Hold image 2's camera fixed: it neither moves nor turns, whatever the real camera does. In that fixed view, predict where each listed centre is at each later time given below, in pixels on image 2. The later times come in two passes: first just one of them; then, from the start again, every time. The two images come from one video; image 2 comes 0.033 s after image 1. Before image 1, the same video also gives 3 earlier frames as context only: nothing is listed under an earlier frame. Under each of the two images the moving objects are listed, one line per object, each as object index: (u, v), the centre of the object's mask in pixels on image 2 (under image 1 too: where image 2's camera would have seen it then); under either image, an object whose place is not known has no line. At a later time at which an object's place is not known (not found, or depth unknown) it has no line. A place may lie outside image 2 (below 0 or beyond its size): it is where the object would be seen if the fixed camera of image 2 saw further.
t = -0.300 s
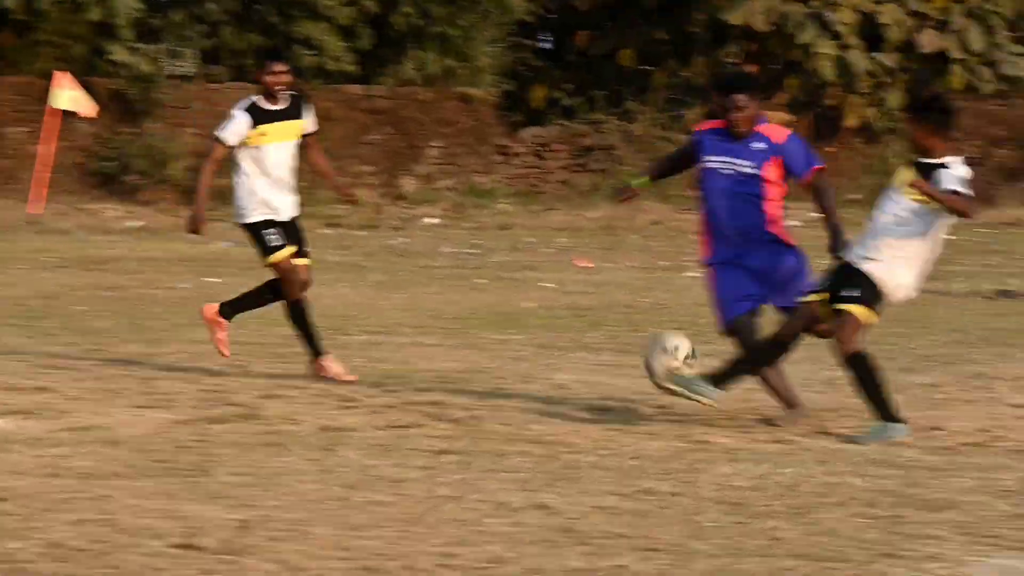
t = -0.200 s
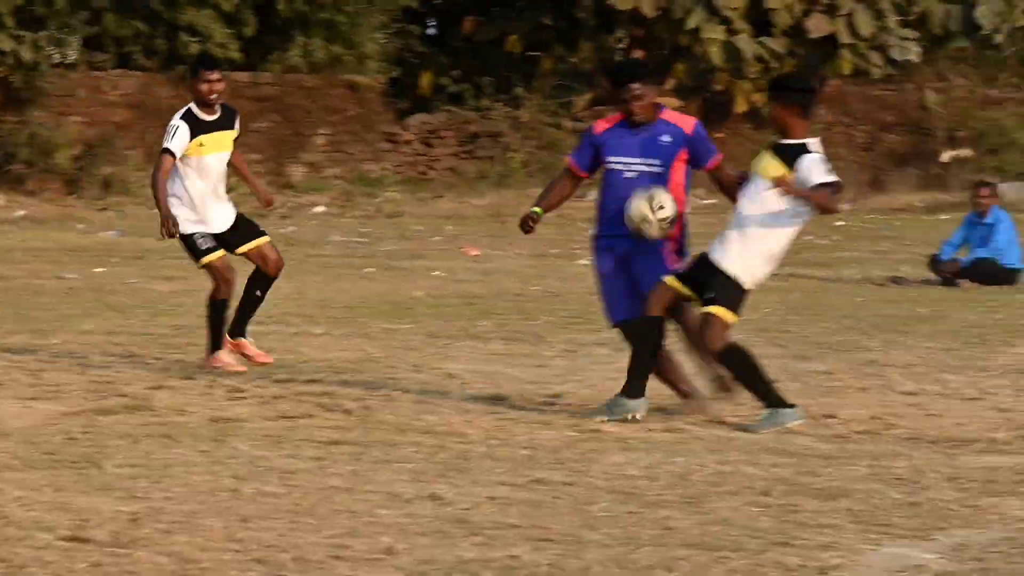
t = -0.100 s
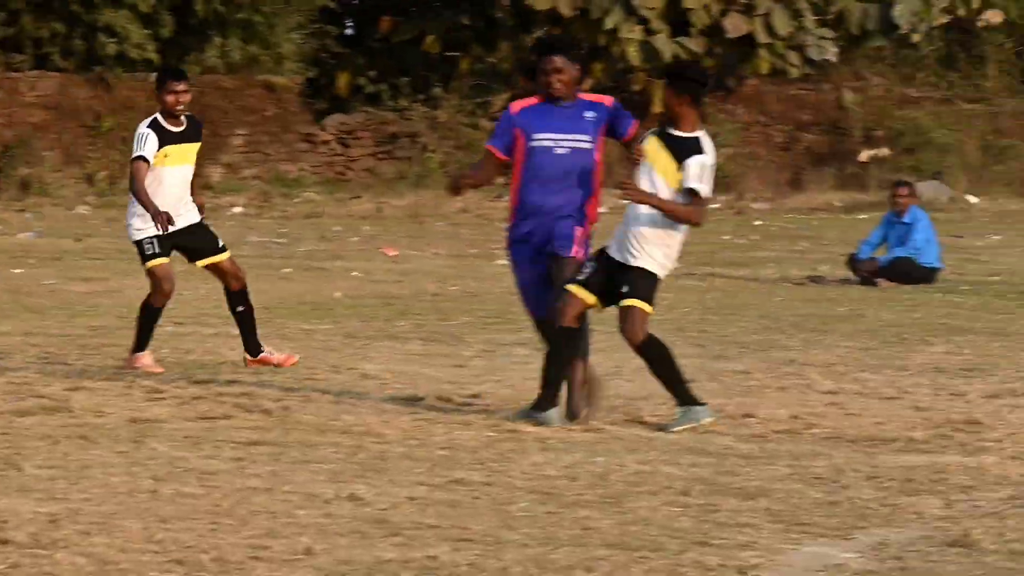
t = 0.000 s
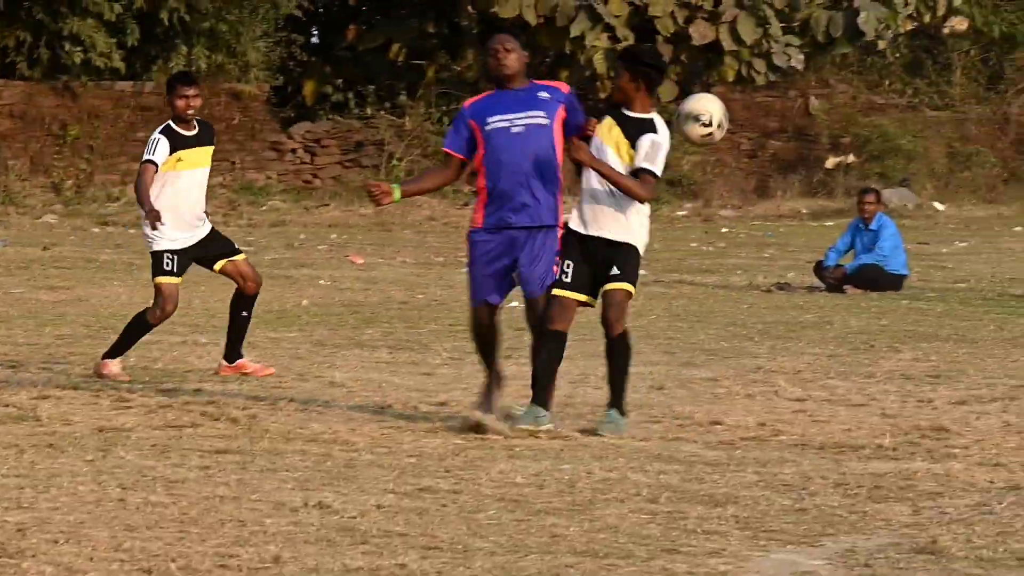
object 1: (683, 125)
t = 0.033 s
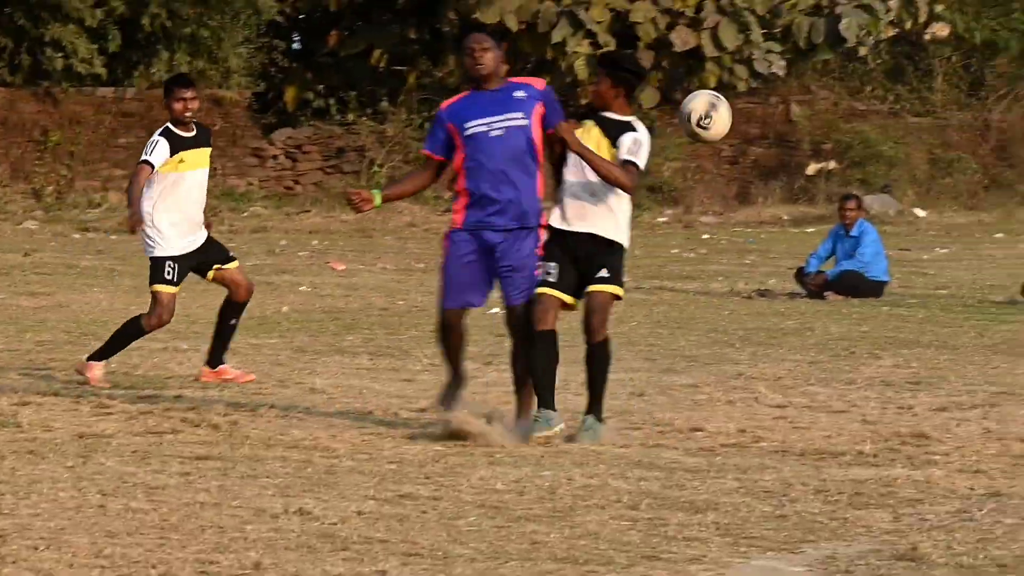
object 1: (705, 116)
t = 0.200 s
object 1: (819, 112)
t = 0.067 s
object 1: (729, 109)
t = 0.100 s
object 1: (752, 106)
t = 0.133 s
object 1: (774, 107)
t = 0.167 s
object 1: (796, 108)
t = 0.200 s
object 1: (819, 112)
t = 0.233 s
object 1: (841, 118)
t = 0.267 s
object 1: (864, 128)
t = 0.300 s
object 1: (887, 139)
